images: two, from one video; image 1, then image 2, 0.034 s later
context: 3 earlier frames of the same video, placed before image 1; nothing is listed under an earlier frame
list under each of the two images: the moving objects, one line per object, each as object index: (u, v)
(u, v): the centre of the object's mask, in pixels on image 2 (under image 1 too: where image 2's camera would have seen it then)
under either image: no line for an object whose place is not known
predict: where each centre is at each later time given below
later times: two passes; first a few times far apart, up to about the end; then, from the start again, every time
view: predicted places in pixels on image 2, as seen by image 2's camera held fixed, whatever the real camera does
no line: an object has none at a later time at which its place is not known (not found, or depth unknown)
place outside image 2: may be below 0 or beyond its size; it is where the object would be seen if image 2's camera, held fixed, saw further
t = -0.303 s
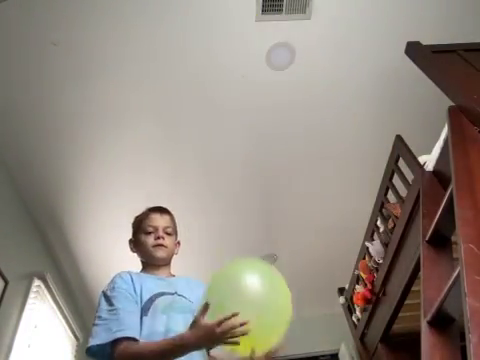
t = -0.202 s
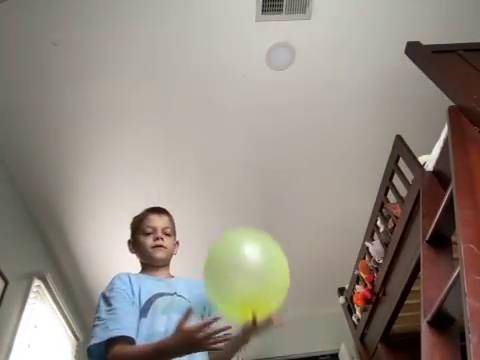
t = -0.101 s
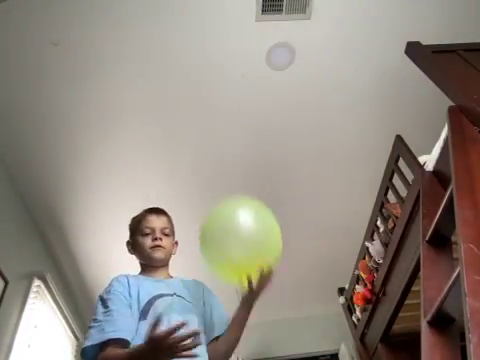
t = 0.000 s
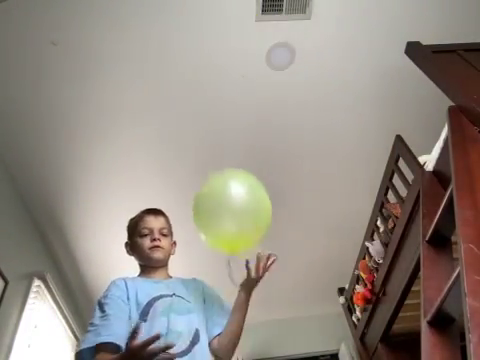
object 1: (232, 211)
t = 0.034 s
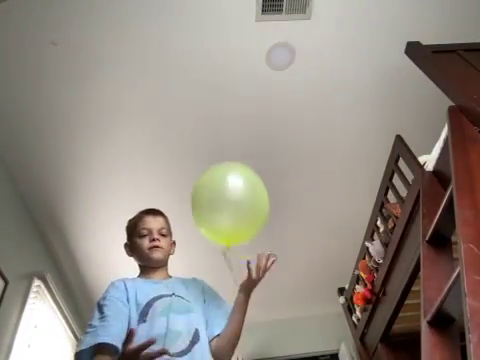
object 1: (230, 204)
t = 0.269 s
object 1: (218, 180)
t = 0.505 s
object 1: (212, 198)
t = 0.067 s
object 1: (228, 197)
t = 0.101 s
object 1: (226, 192)
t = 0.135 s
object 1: (224, 189)
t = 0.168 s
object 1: (222, 185)
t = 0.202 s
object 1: (221, 183)
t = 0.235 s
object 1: (219, 181)
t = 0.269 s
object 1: (218, 180)
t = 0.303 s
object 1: (217, 180)
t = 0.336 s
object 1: (216, 181)
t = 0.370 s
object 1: (215, 183)
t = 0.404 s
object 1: (215, 186)
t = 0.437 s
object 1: (213, 189)
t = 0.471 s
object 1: (213, 194)
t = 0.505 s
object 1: (212, 198)
